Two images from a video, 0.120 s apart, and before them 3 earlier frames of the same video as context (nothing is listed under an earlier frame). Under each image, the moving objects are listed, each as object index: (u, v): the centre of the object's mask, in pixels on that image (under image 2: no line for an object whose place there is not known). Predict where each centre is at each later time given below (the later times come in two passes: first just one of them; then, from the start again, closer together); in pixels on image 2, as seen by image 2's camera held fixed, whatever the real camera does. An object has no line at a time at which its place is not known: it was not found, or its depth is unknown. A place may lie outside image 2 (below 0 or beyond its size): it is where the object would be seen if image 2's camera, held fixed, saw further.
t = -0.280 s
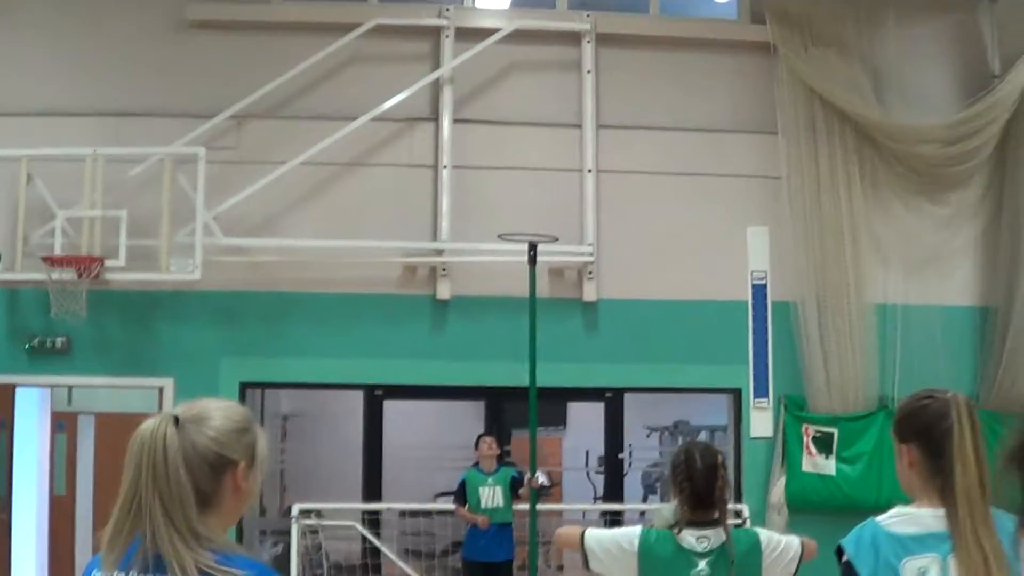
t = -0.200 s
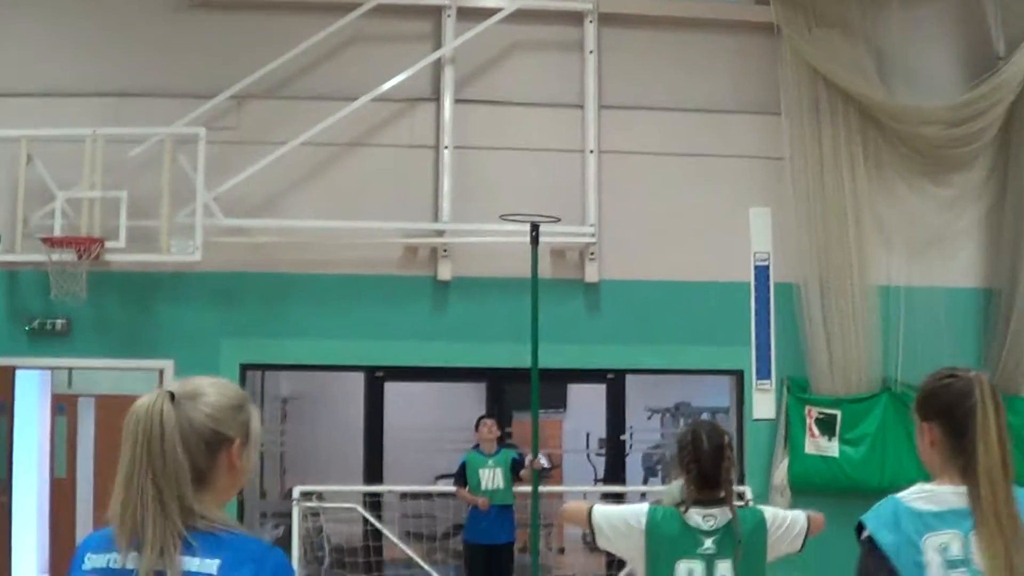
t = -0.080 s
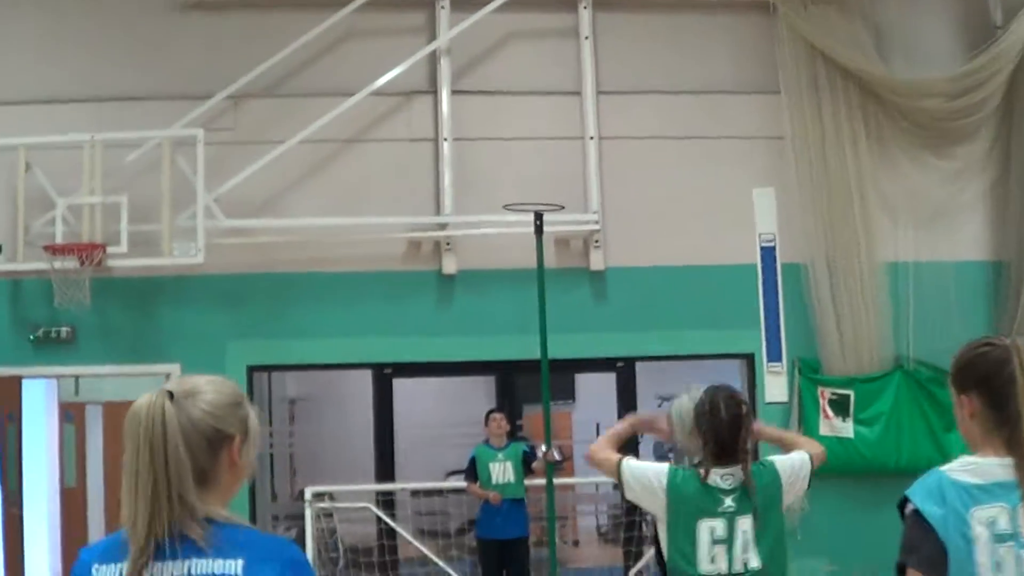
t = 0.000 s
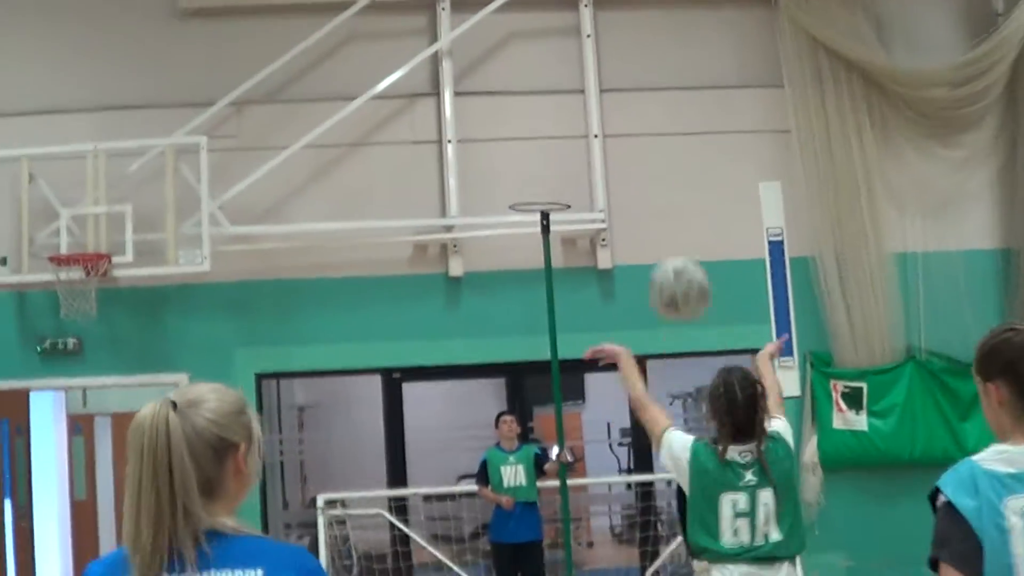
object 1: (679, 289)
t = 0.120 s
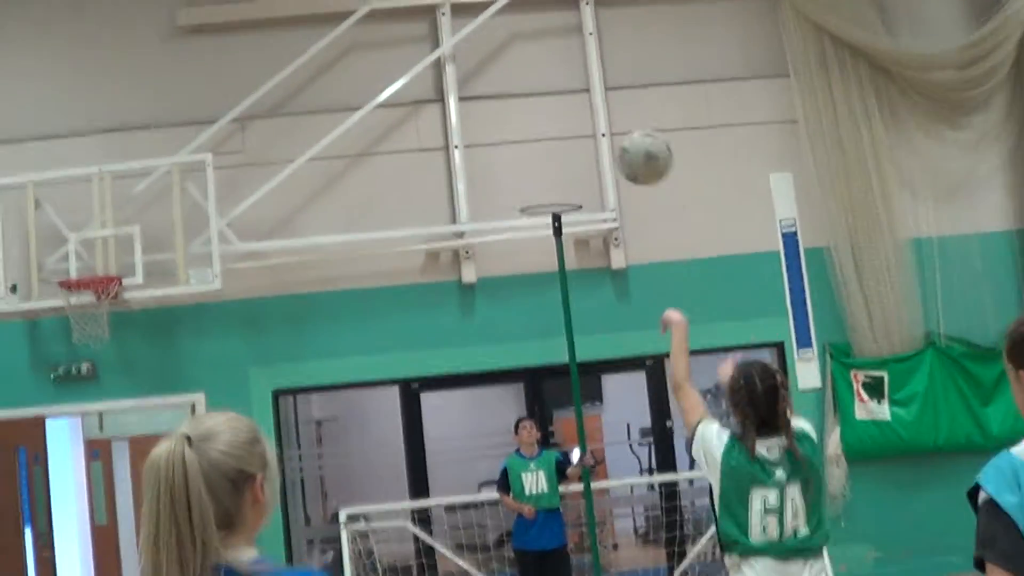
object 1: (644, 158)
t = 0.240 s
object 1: (604, 91)
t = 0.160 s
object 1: (628, 131)
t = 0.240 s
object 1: (604, 91)
